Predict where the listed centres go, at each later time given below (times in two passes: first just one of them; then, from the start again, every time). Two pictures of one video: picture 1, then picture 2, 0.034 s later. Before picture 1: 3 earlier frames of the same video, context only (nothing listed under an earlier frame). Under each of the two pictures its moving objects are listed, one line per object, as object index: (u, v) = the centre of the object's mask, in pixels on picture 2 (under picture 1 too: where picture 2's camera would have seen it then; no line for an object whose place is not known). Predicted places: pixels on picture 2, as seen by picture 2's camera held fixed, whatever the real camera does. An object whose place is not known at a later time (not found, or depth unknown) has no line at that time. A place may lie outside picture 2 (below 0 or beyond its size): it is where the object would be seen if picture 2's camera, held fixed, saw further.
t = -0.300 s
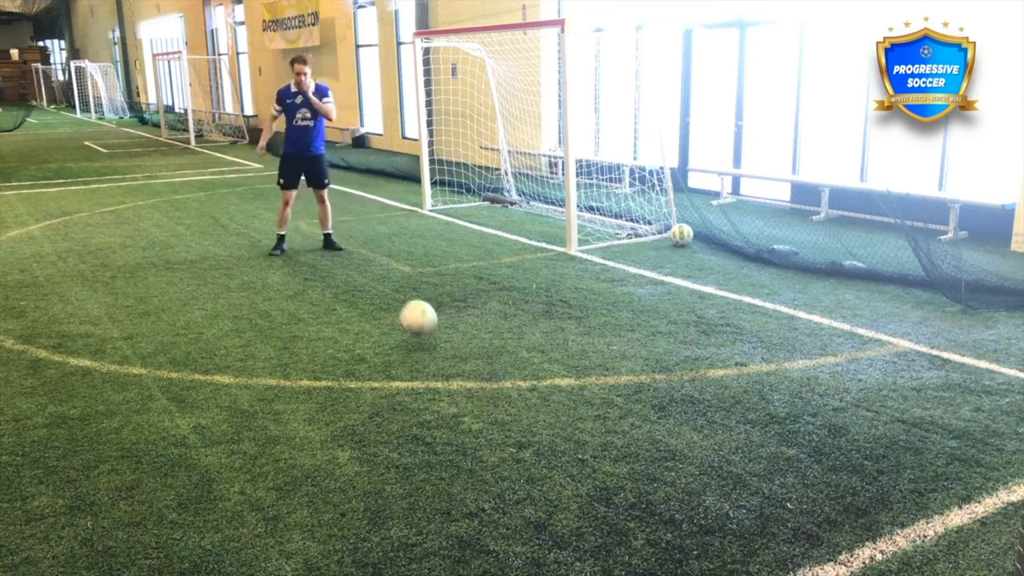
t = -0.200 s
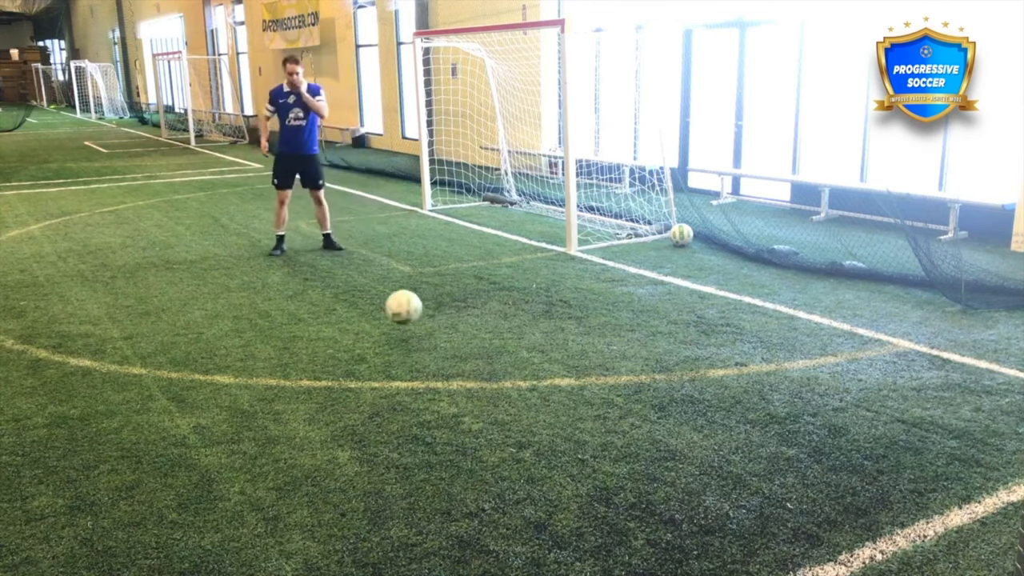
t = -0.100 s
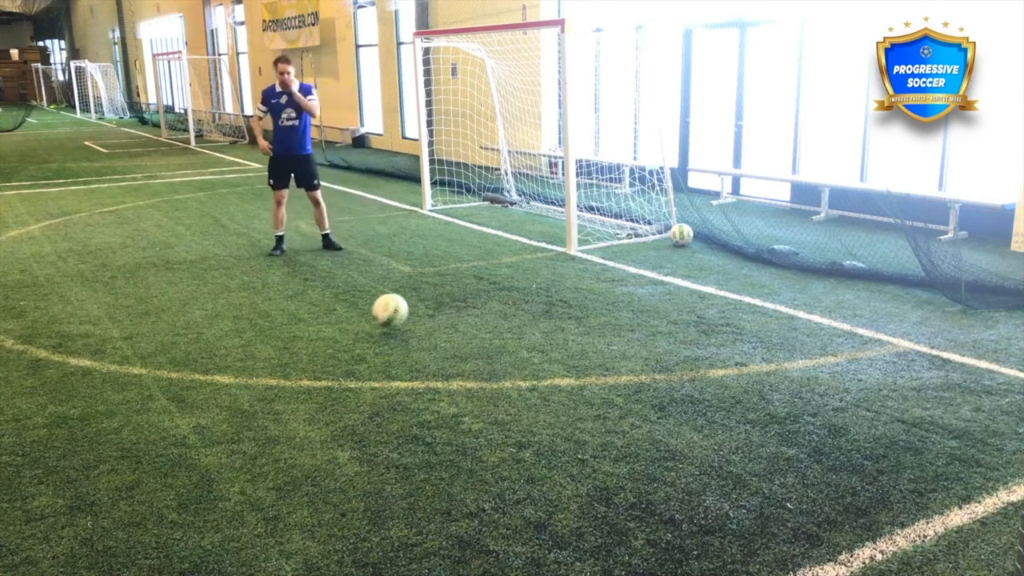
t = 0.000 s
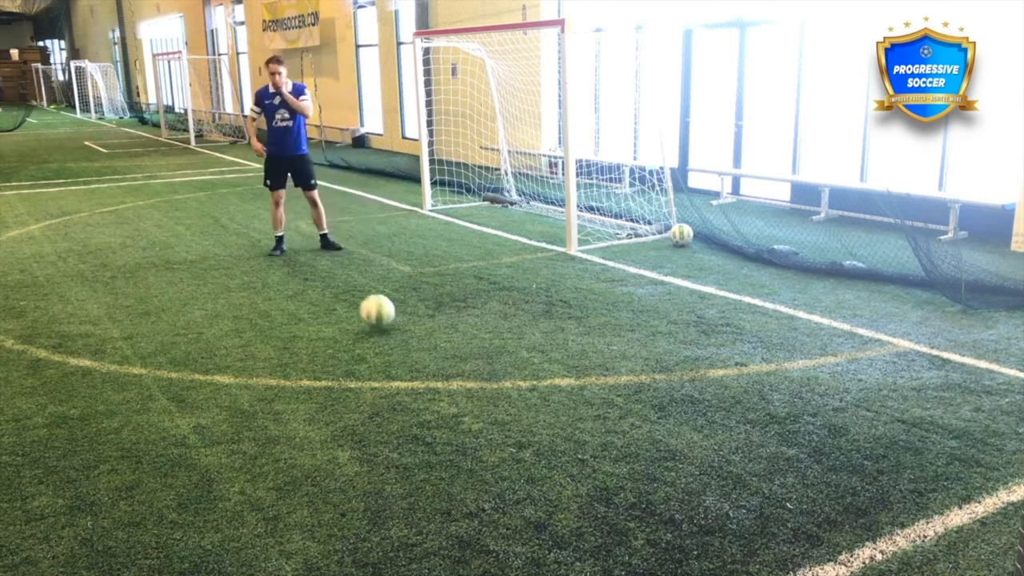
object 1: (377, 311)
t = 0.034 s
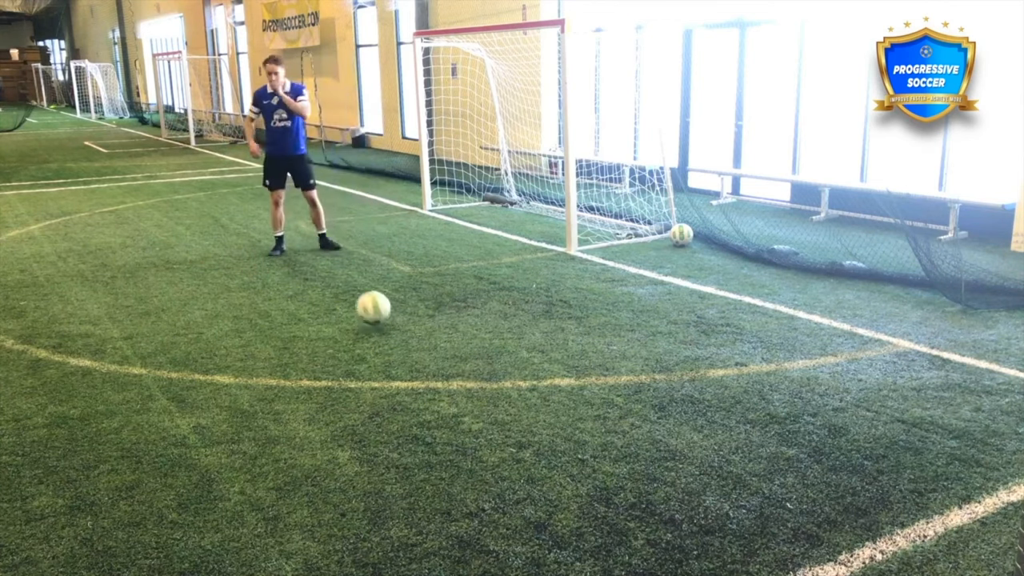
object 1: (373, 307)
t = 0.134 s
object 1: (362, 306)
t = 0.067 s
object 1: (369, 306)
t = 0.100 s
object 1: (365, 305)
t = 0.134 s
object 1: (362, 306)
